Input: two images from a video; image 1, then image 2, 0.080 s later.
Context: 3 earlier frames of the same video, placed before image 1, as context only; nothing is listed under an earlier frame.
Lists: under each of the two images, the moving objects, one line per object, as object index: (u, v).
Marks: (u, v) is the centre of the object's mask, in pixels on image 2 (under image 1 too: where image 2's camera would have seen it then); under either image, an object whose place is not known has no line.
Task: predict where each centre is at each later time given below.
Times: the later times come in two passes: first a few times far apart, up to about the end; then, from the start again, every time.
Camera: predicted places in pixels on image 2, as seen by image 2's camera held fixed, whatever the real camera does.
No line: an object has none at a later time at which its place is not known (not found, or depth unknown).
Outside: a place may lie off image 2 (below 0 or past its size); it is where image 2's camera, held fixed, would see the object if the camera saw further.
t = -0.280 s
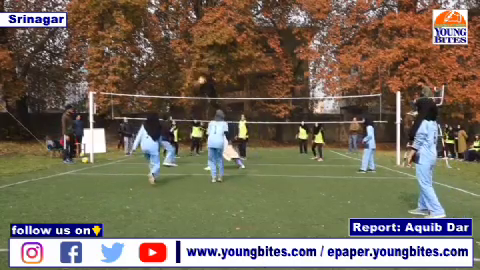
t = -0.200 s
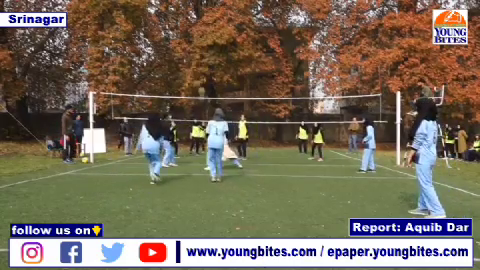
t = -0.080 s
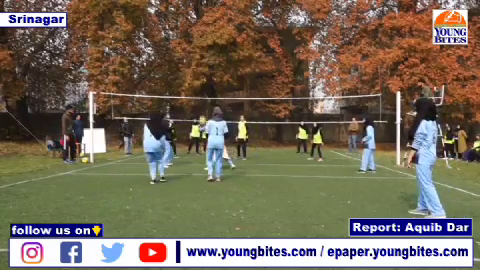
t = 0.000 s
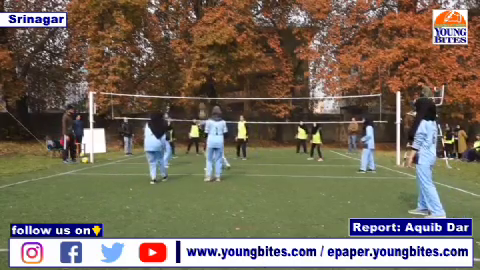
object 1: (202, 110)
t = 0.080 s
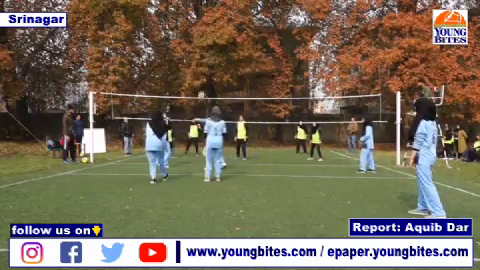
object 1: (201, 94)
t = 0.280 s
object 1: (200, 67)
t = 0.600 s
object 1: (198, 51)
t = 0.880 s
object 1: (196, 64)
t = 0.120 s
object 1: (201, 88)
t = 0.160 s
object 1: (201, 81)
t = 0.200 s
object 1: (201, 77)
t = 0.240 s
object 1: (200, 71)
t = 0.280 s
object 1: (200, 67)
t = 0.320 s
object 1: (199, 63)
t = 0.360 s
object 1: (199, 59)
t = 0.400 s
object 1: (199, 57)
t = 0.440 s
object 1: (198, 54)
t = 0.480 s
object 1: (198, 53)
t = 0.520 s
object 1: (199, 52)
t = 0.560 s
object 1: (198, 51)
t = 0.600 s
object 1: (198, 51)
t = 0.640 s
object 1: (198, 51)
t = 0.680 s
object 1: (197, 52)
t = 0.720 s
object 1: (197, 54)
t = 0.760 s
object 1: (197, 55)
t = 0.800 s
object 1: (197, 57)
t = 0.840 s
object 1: (196, 60)
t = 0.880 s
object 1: (196, 64)
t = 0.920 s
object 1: (196, 68)
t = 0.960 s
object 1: (196, 73)
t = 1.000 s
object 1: (195, 77)
